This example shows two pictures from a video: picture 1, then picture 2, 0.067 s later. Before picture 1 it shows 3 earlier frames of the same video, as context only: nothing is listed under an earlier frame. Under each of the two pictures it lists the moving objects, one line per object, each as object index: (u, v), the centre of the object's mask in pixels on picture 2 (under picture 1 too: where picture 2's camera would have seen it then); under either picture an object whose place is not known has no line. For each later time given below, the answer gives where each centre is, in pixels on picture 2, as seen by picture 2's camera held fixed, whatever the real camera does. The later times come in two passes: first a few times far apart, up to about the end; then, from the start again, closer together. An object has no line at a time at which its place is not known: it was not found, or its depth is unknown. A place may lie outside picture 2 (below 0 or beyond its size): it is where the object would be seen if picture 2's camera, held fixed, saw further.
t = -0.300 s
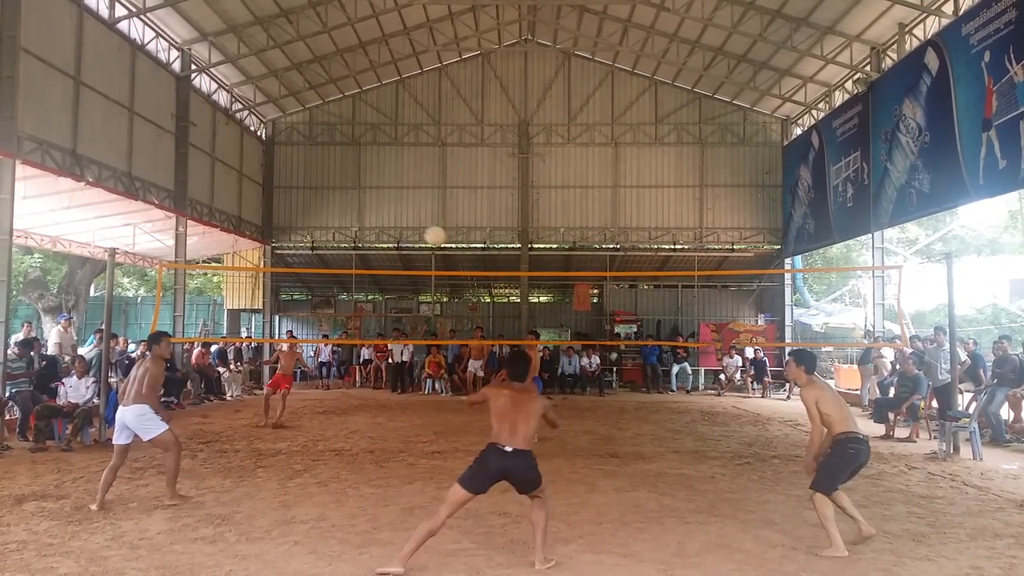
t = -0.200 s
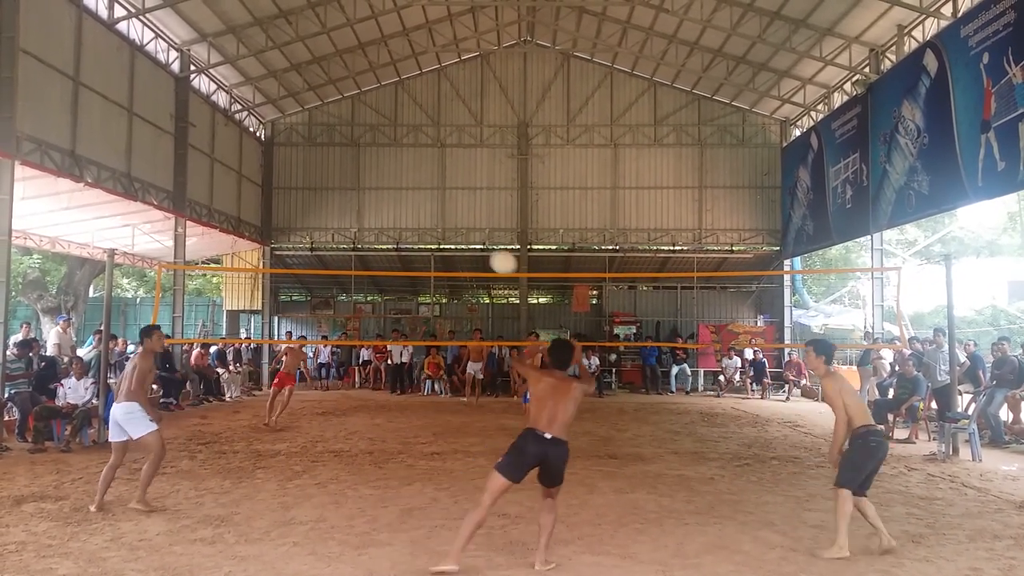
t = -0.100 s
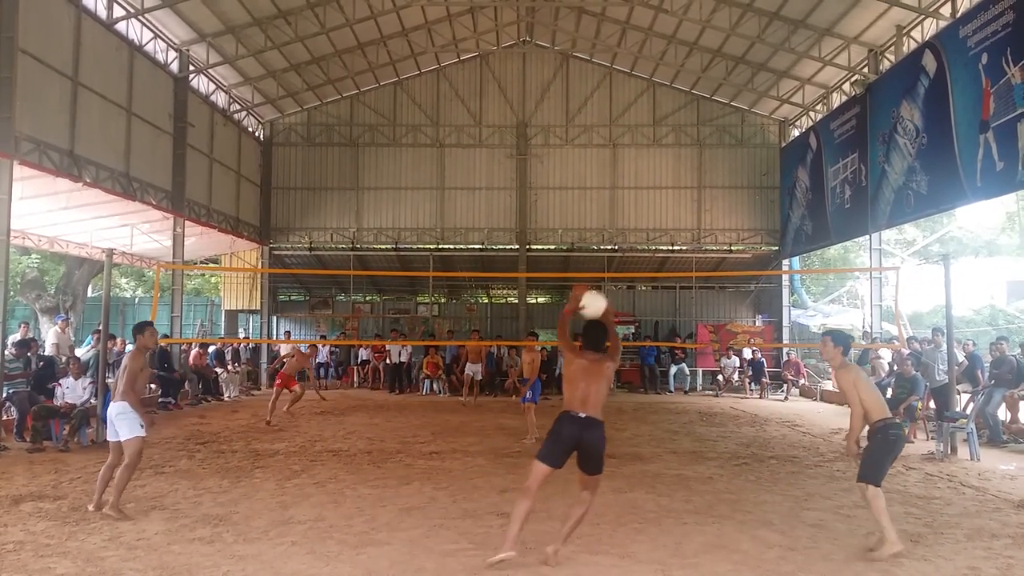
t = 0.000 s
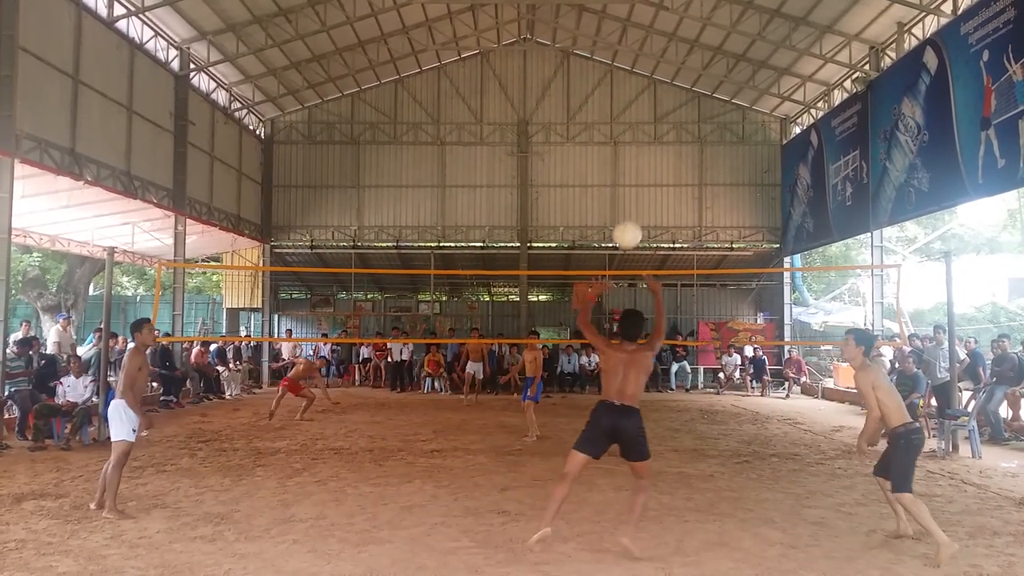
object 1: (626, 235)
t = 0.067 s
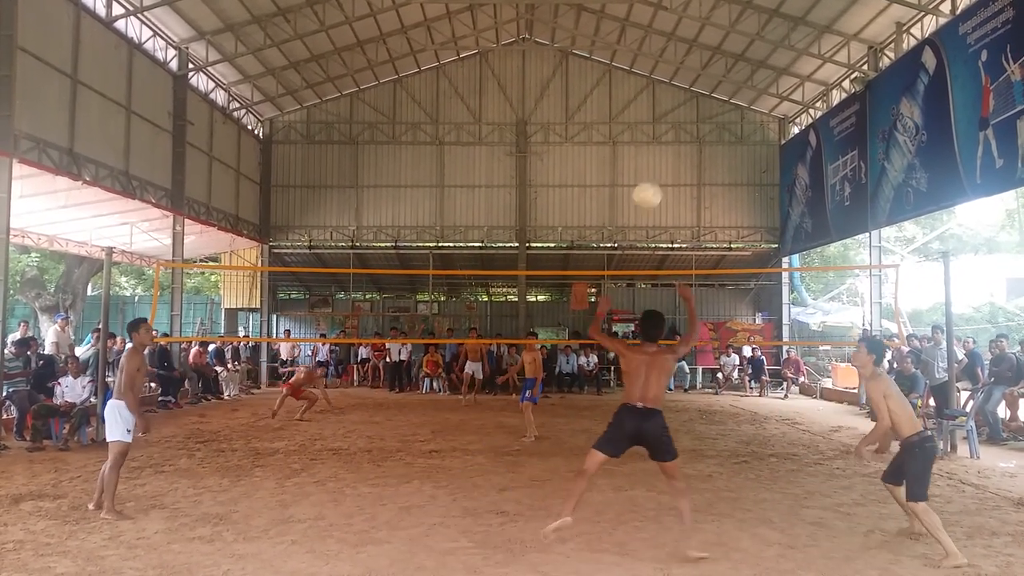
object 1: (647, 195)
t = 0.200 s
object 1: (689, 134)
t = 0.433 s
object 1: (759, 80)
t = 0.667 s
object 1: (827, 93)
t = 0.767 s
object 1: (856, 119)
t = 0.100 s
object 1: (657, 177)
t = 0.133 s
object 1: (668, 162)
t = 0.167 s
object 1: (678, 147)
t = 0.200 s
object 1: (689, 134)
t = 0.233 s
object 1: (699, 122)
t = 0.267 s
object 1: (709, 112)
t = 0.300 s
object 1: (719, 103)
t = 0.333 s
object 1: (729, 95)
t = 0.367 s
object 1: (739, 89)
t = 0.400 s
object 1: (749, 83)
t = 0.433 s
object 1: (759, 80)
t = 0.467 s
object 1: (769, 78)
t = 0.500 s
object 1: (778, 77)
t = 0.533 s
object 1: (788, 78)
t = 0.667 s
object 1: (827, 93)
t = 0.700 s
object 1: (837, 100)
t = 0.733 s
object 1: (846, 109)
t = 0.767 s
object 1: (856, 119)
